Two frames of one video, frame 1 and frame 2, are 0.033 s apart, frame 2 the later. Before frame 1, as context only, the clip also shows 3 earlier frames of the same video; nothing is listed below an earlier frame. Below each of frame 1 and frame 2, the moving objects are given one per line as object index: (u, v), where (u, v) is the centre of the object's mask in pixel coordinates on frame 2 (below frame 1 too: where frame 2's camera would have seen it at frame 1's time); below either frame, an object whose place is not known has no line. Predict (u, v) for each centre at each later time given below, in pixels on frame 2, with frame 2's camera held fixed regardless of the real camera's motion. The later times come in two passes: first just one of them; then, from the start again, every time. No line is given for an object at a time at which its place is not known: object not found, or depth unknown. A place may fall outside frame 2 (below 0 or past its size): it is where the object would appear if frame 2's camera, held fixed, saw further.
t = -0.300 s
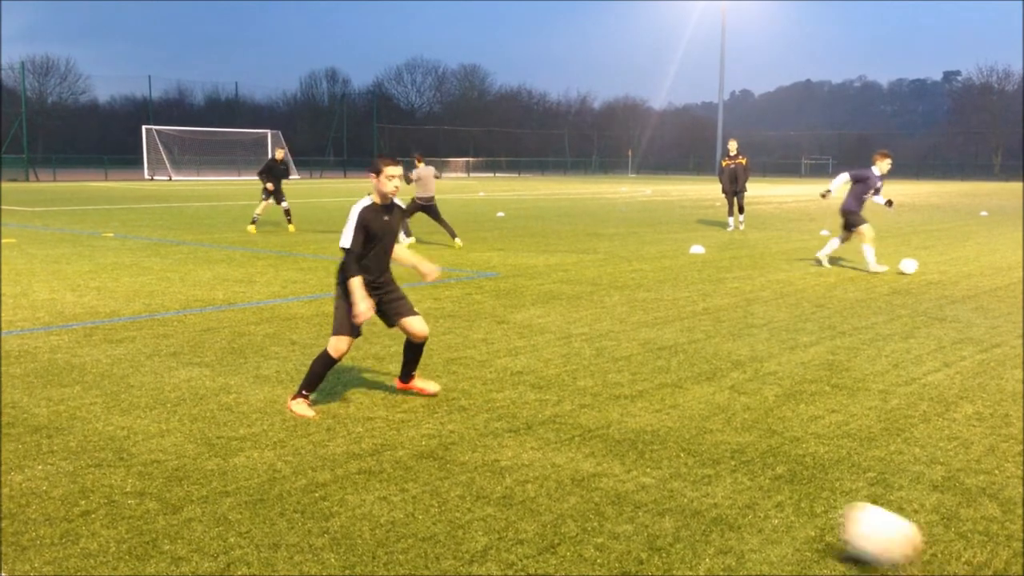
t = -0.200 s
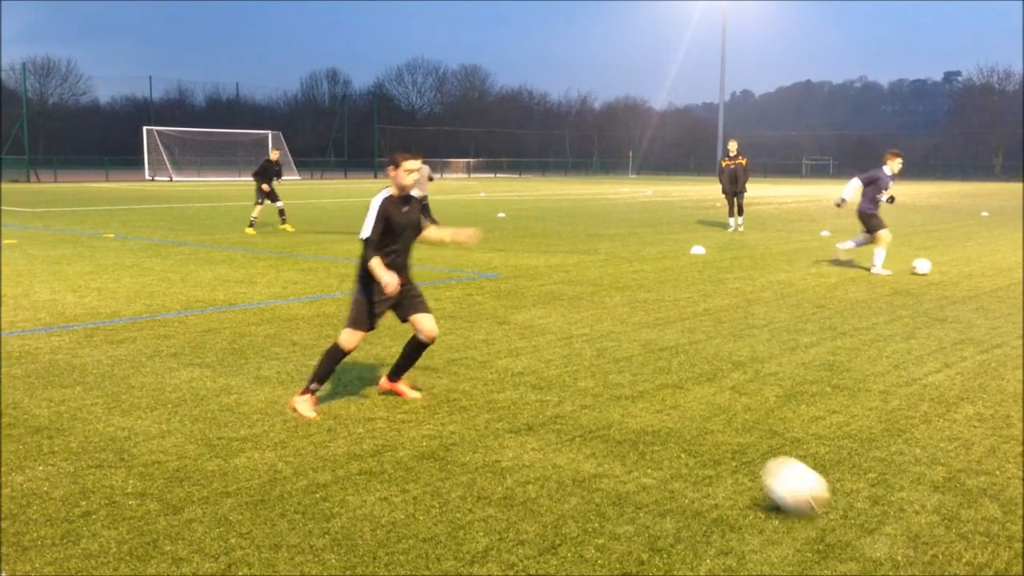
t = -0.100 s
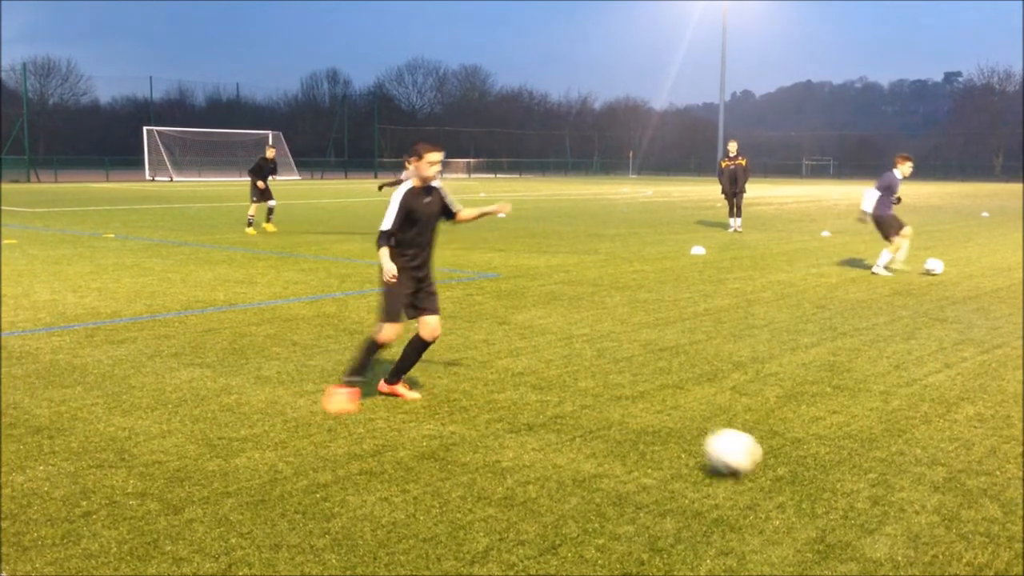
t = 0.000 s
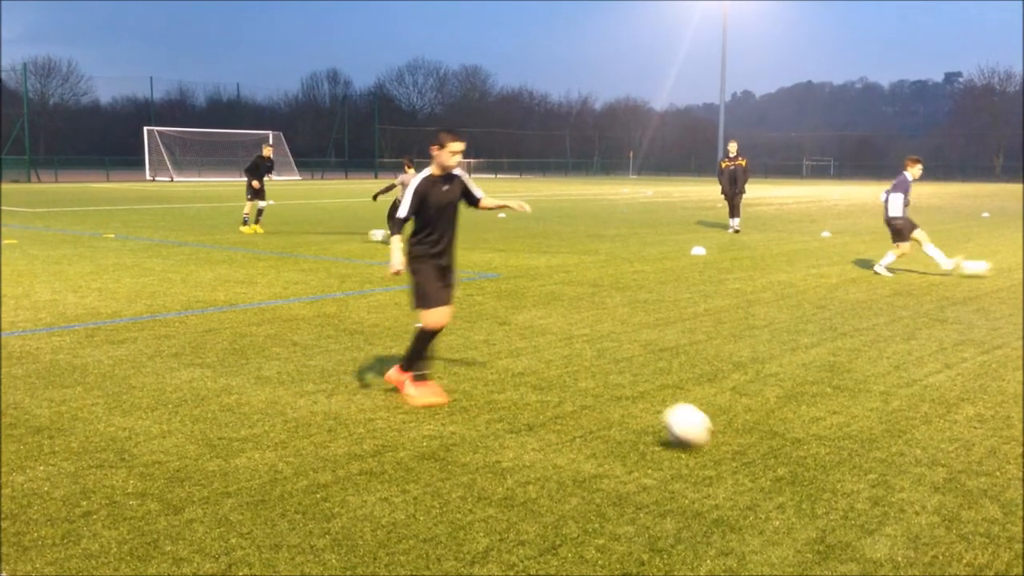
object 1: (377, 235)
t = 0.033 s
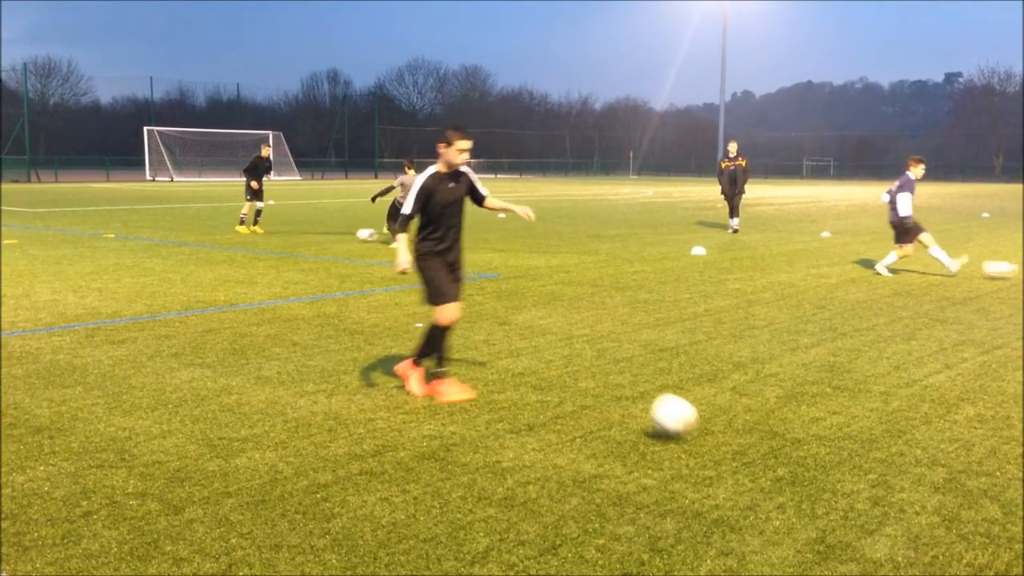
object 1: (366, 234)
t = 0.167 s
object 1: (321, 232)
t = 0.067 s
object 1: (355, 234)
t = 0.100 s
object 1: (343, 235)
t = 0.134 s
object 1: (332, 233)
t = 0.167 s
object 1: (321, 232)
